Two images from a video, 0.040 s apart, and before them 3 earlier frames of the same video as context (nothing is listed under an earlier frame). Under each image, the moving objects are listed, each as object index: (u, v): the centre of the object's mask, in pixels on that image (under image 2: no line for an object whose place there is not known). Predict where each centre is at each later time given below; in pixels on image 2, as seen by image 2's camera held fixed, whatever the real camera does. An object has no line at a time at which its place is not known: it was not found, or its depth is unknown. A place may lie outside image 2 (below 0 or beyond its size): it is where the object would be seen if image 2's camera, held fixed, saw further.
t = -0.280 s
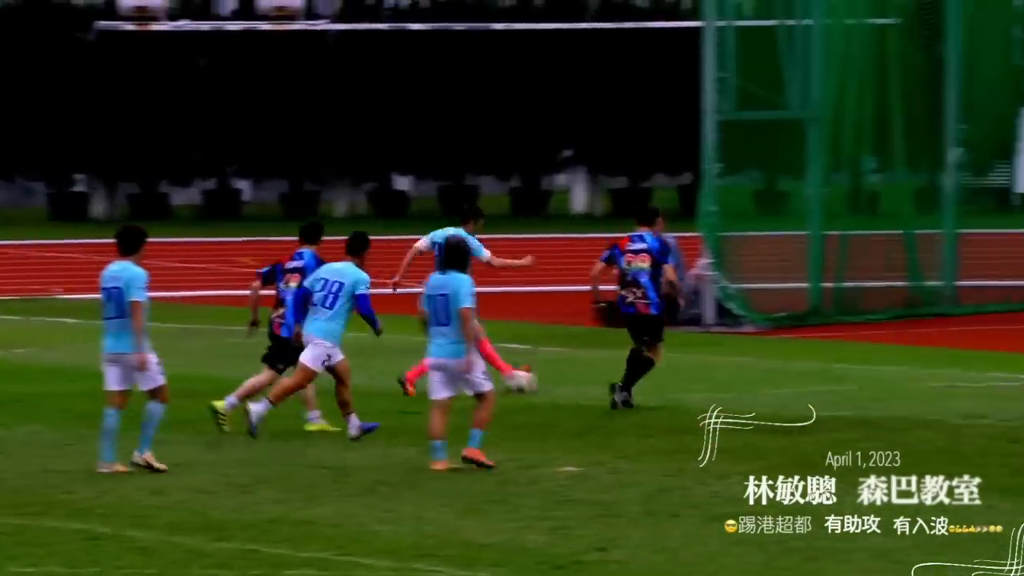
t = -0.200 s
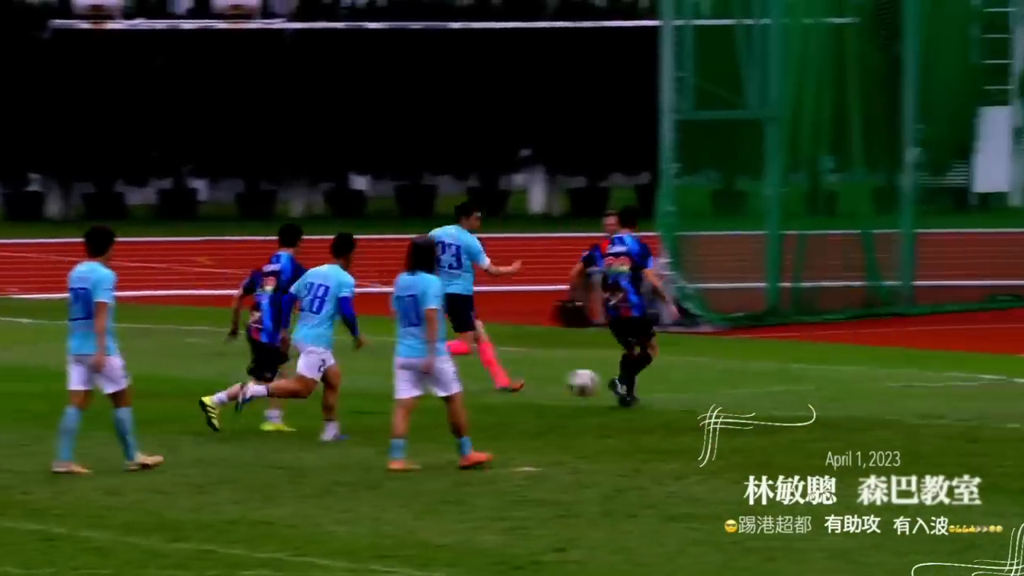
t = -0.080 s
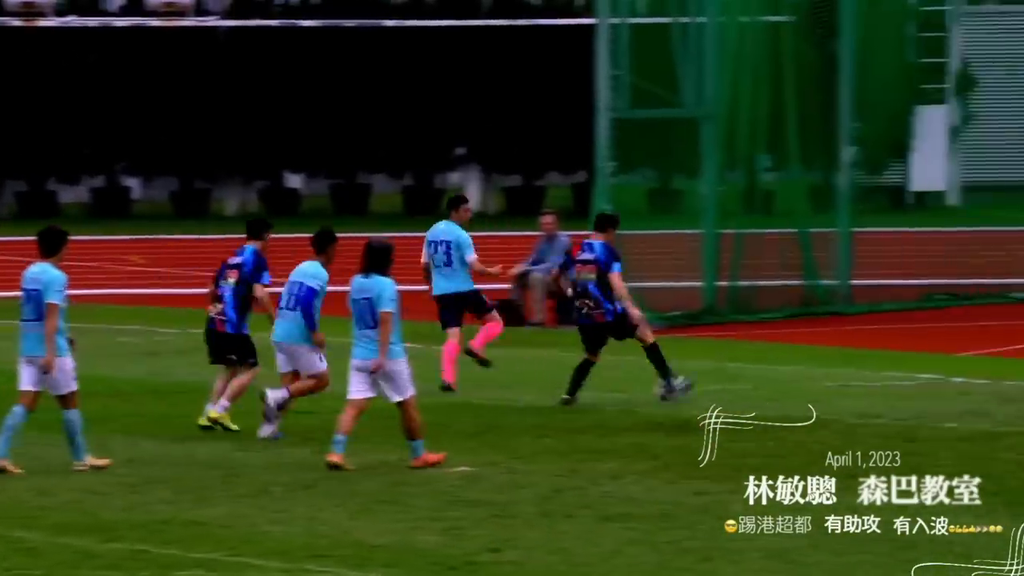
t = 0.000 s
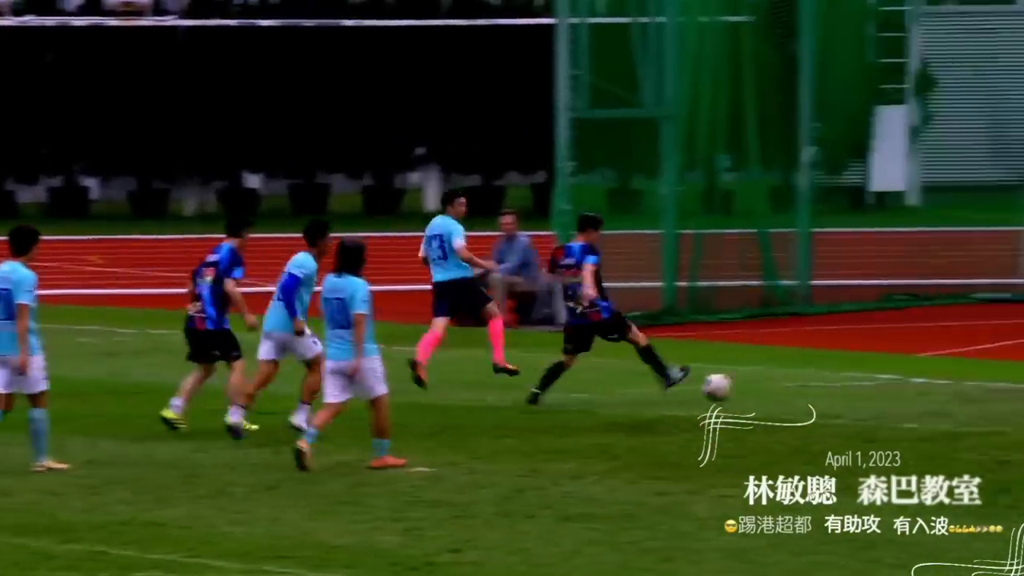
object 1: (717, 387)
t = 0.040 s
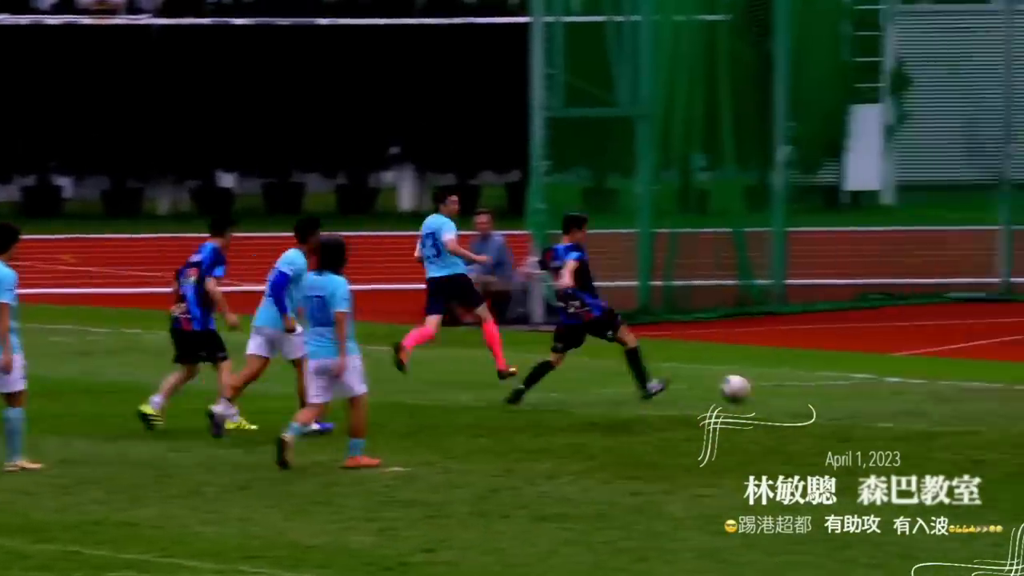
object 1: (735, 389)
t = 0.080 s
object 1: (776, 392)
